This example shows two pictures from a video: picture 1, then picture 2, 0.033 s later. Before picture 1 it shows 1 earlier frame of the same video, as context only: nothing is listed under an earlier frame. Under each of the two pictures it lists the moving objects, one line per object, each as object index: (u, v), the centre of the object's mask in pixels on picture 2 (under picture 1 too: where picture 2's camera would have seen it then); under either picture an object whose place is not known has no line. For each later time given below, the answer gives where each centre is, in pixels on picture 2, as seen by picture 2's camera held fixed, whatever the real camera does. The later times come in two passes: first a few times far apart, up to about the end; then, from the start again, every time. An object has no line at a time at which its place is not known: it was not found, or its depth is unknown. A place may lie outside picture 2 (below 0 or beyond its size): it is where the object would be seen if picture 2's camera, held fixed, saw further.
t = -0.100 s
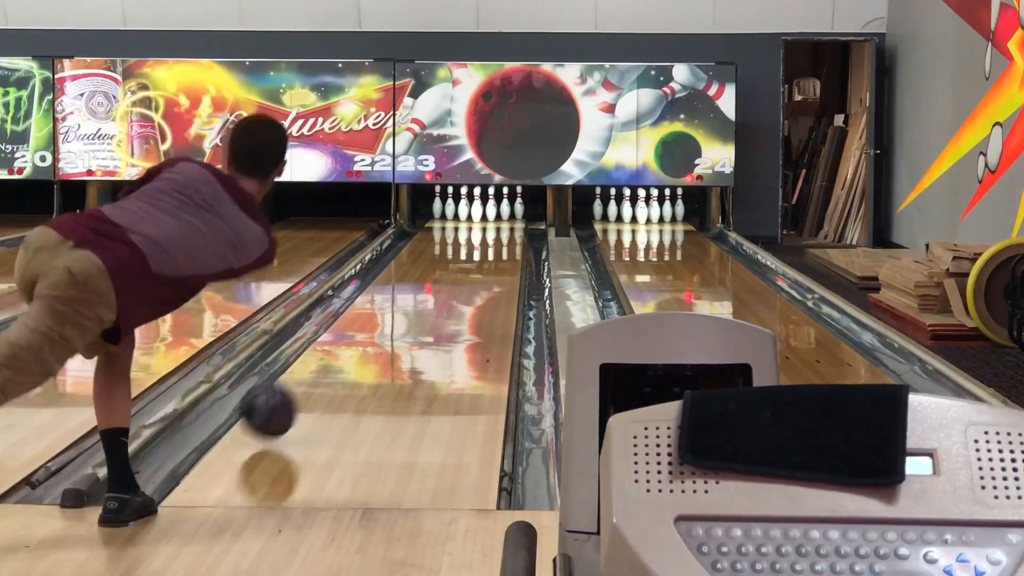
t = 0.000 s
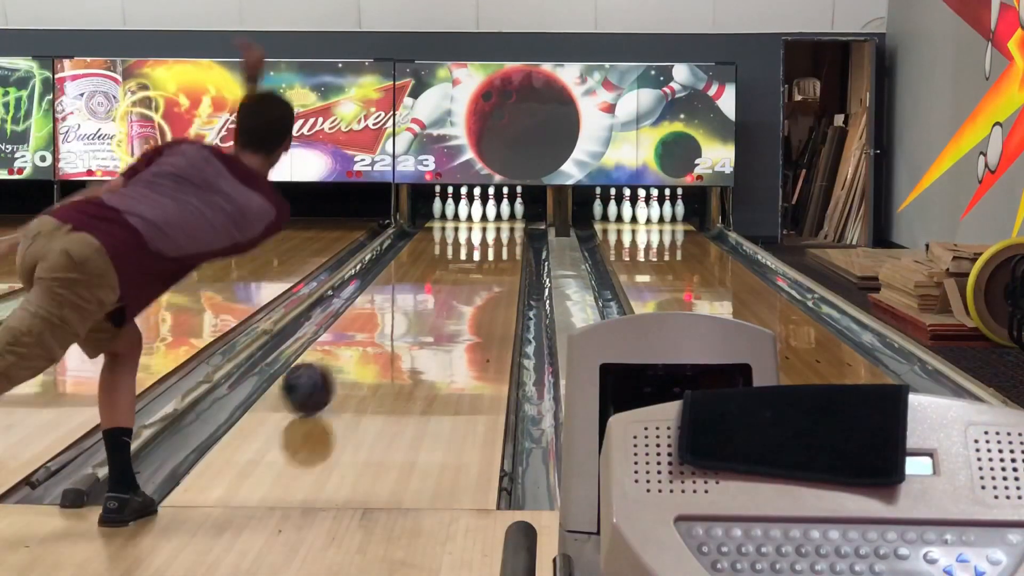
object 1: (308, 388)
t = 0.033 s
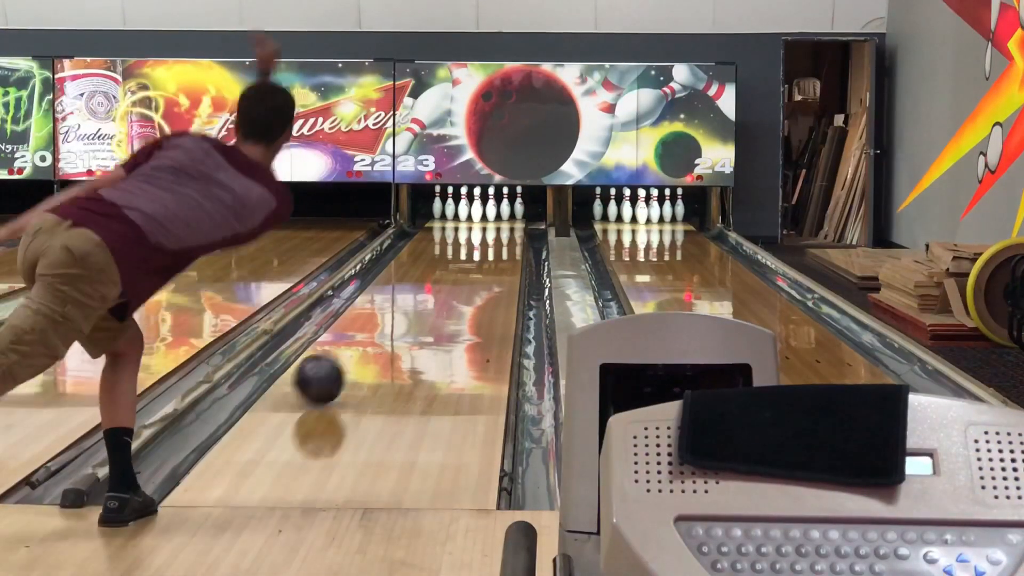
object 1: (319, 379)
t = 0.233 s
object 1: (376, 341)
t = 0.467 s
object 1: (423, 310)
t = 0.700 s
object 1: (458, 285)
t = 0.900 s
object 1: (479, 269)
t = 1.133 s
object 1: (497, 252)
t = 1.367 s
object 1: (507, 239)
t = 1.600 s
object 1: (507, 229)
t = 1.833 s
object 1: (498, 220)
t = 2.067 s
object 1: (488, 212)
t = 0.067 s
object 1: (330, 373)
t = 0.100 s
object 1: (340, 366)
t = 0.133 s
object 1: (350, 358)
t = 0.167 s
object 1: (359, 352)
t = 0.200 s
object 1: (368, 346)
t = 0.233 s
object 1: (376, 341)
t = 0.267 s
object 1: (384, 335)
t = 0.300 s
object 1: (391, 330)
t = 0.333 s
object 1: (399, 325)
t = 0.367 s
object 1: (406, 321)
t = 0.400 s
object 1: (412, 317)
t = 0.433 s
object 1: (417, 314)
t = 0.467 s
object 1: (423, 310)
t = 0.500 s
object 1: (429, 306)
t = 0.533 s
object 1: (434, 302)
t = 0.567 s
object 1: (439, 299)
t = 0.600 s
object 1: (444, 295)
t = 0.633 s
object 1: (449, 292)
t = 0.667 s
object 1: (453, 288)
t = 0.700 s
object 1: (458, 285)
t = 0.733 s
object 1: (461, 282)
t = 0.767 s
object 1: (465, 279)
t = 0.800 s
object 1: (469, 277)
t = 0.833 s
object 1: (472, 274)
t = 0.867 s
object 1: (475, 271)
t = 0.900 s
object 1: (479, 269)
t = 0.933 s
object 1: (482, 266)
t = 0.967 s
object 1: (485, 263)
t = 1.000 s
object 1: (487, 261)
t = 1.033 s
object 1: (490, 259)
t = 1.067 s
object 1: (492, 257)
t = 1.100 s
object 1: (494, 254)
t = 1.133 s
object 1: (497, 252)
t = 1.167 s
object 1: (499, 250)
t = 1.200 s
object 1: (500, 248)
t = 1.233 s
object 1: (502, 246)
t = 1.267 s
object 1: (504, 244)
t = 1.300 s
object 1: (505, 243)
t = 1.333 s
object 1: (506, 241)
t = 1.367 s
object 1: (507, 239)
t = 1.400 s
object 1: (507, 237)
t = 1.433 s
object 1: (508, 236)
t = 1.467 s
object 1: (508, 234)
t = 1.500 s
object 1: (508, 233)
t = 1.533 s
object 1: (508, 231)
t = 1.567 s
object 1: (507, 230)
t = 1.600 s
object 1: (507, 229)
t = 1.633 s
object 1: (506, 227)
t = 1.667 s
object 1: (505, 226)
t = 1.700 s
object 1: (504, 225)
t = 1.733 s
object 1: (502, 224)
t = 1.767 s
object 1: (501, 222)
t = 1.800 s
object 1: (500, 221)
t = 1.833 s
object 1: (498, 220)
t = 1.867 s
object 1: (496, 219)
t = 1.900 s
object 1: (494, 217)
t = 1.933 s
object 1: (492, 216)
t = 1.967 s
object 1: (489, 215)
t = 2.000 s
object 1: (487, 214)
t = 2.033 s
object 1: (487, 213)
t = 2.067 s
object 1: (488, 212)
